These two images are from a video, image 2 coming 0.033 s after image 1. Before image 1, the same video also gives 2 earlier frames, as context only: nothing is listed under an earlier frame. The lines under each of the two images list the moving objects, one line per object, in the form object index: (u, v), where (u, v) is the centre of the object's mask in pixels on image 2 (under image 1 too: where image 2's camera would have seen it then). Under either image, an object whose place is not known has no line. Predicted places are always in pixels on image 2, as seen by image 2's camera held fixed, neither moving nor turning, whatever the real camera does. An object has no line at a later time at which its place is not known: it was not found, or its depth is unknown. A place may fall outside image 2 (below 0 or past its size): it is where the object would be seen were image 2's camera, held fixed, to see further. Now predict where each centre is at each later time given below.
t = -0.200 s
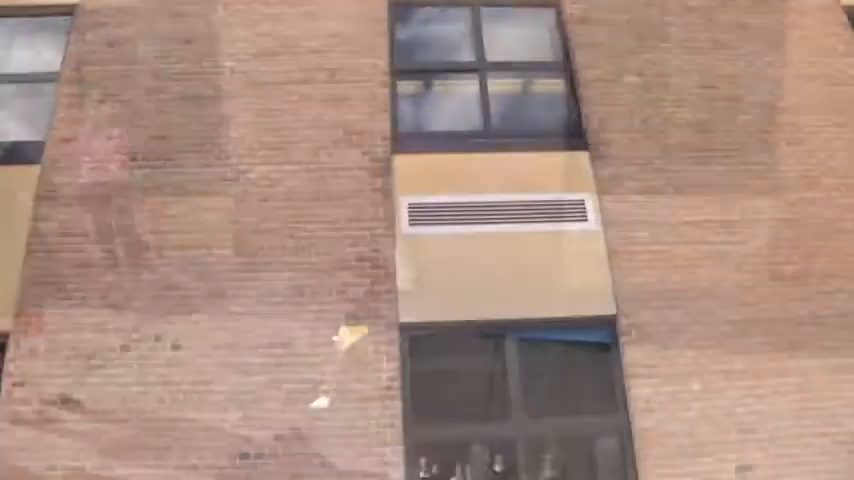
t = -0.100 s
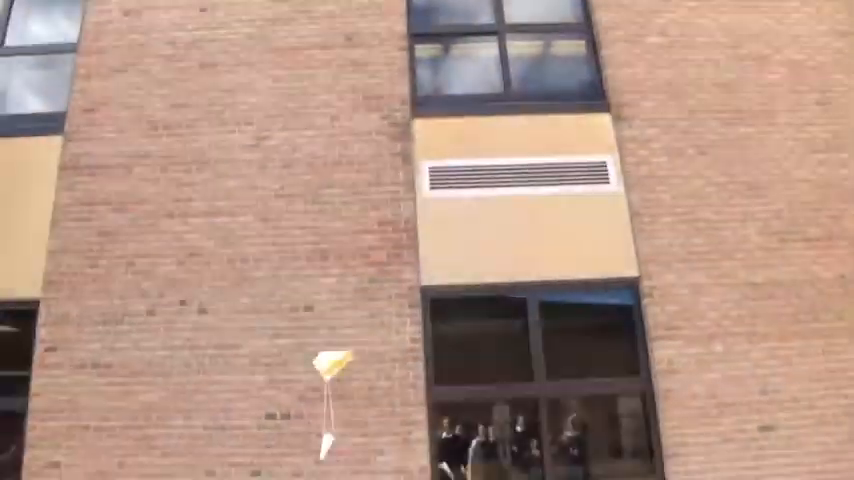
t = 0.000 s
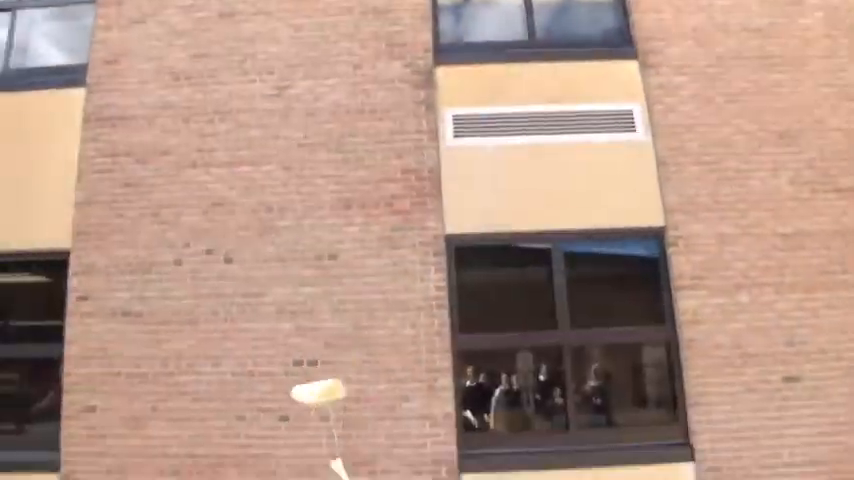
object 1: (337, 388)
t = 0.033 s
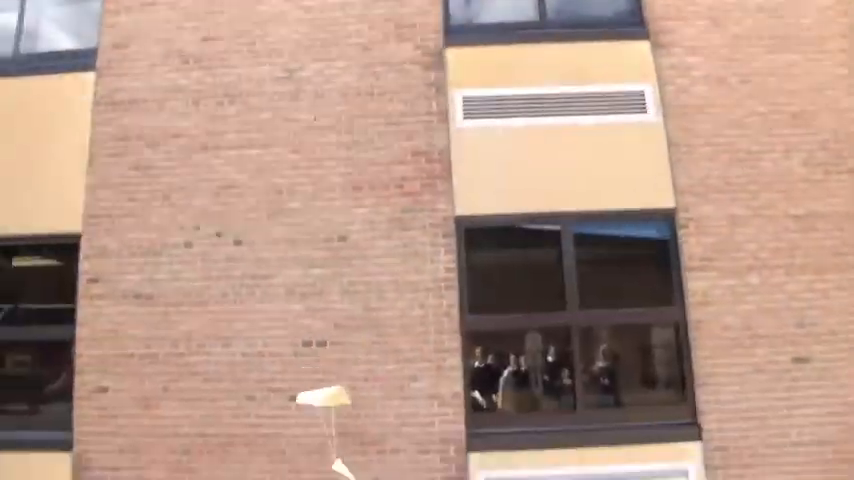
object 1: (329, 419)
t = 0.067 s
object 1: (327, 436)
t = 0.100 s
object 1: (325, 453)
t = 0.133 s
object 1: (324, 471)
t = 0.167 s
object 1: (321, 492)
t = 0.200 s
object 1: (317, 511)
